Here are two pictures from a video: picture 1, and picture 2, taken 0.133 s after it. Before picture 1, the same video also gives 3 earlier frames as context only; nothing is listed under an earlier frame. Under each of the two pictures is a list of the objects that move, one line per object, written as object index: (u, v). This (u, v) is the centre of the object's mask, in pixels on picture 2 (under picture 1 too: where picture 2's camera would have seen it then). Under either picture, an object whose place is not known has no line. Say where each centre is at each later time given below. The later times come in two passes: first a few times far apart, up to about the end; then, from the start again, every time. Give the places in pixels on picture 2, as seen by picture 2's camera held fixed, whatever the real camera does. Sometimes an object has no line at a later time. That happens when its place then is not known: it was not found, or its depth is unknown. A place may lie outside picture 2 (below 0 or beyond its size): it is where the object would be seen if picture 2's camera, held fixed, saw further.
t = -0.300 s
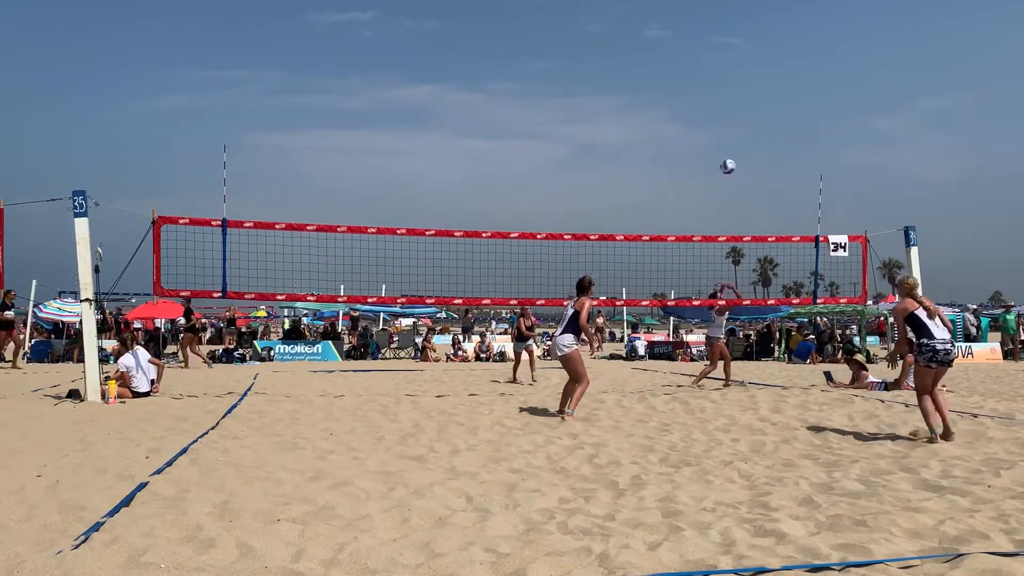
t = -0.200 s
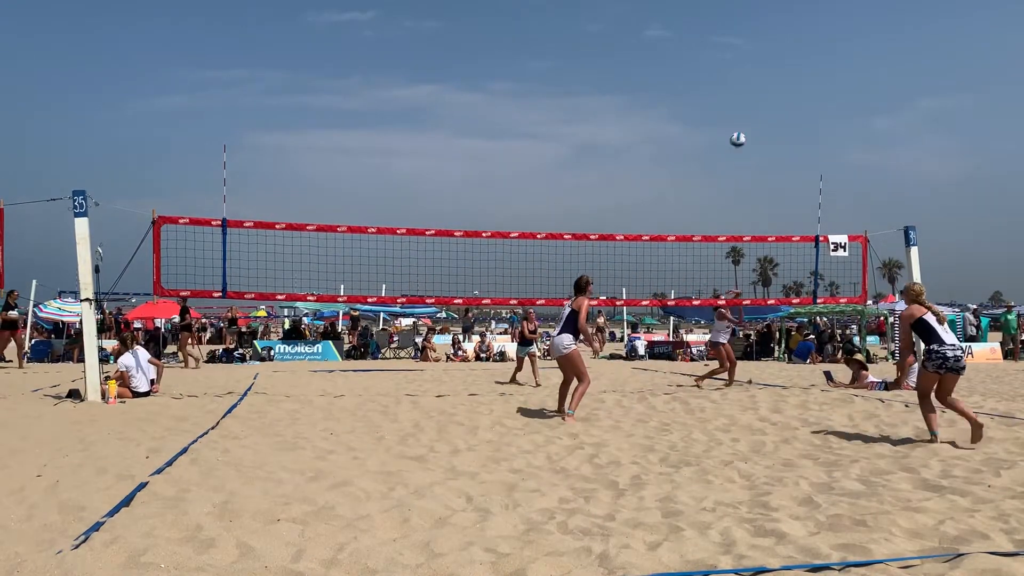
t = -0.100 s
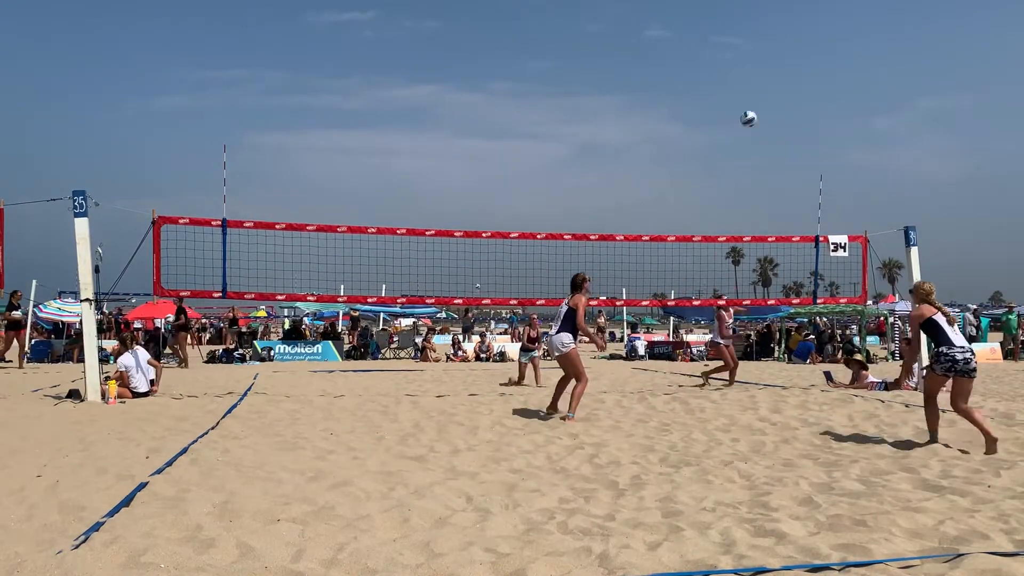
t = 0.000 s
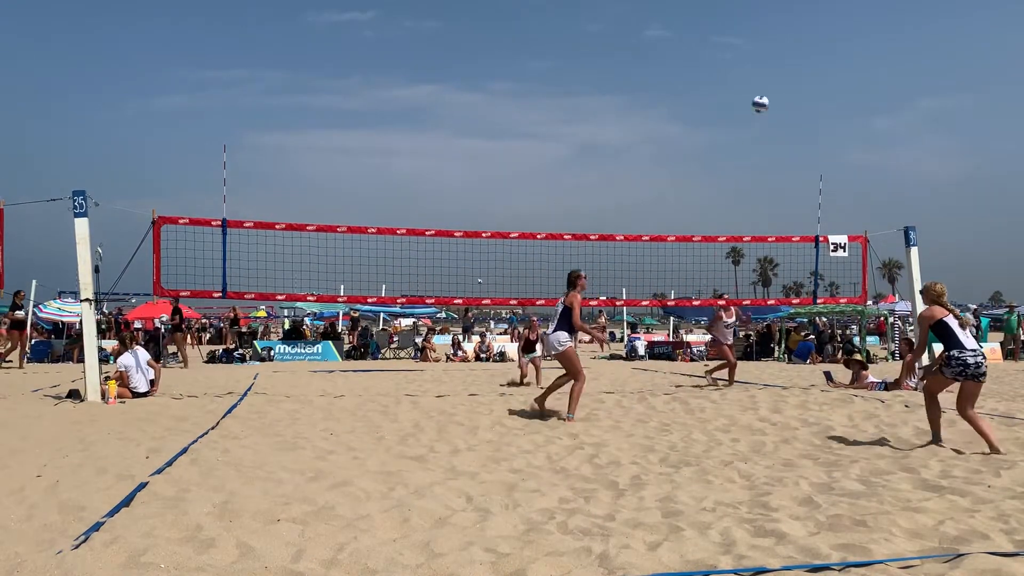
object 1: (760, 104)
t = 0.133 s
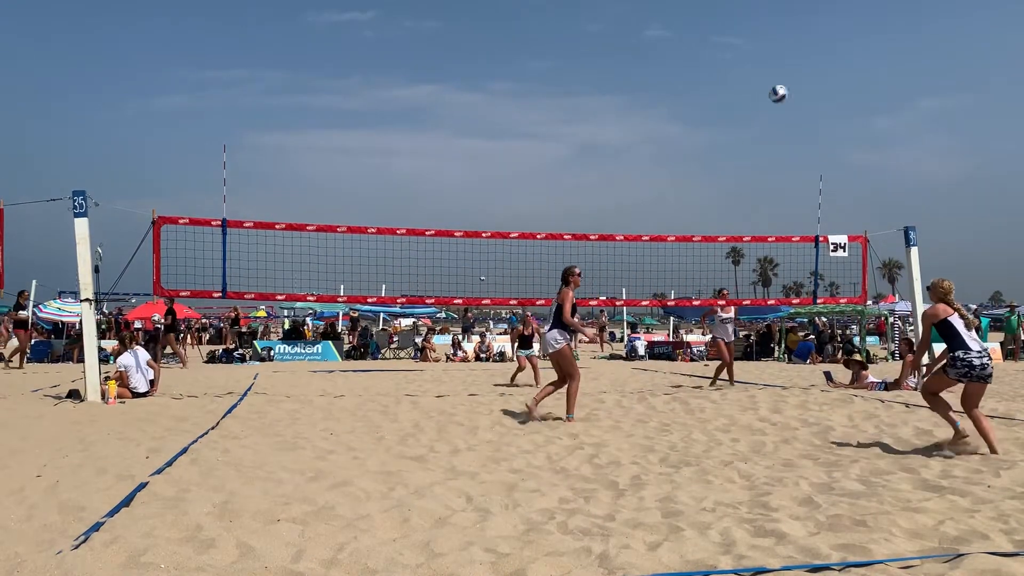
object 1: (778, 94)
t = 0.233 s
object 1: (794, 96)
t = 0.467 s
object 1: (839, 141)
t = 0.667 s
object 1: (892, 237)
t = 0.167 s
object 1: (784, 94)
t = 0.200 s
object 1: (788, 95)
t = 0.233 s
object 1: (794, 96)
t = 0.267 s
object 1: (799, 100)
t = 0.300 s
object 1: (805, 103)
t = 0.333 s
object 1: (811, 108)
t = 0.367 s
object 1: (818, 114)
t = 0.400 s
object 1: (825, 122)
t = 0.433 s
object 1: (831, 131)
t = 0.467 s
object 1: (839, 141)
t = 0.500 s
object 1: (847, 154)
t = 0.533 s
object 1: (855, 167)
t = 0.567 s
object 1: (864, 181)
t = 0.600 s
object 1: (873, 198)
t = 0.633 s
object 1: (882, 216)
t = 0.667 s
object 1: (892, 237)
